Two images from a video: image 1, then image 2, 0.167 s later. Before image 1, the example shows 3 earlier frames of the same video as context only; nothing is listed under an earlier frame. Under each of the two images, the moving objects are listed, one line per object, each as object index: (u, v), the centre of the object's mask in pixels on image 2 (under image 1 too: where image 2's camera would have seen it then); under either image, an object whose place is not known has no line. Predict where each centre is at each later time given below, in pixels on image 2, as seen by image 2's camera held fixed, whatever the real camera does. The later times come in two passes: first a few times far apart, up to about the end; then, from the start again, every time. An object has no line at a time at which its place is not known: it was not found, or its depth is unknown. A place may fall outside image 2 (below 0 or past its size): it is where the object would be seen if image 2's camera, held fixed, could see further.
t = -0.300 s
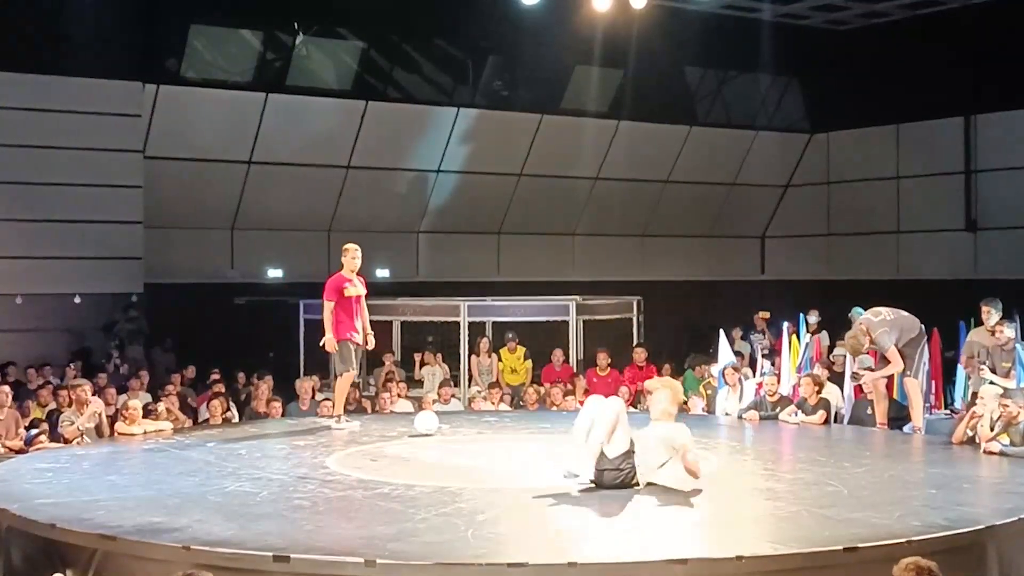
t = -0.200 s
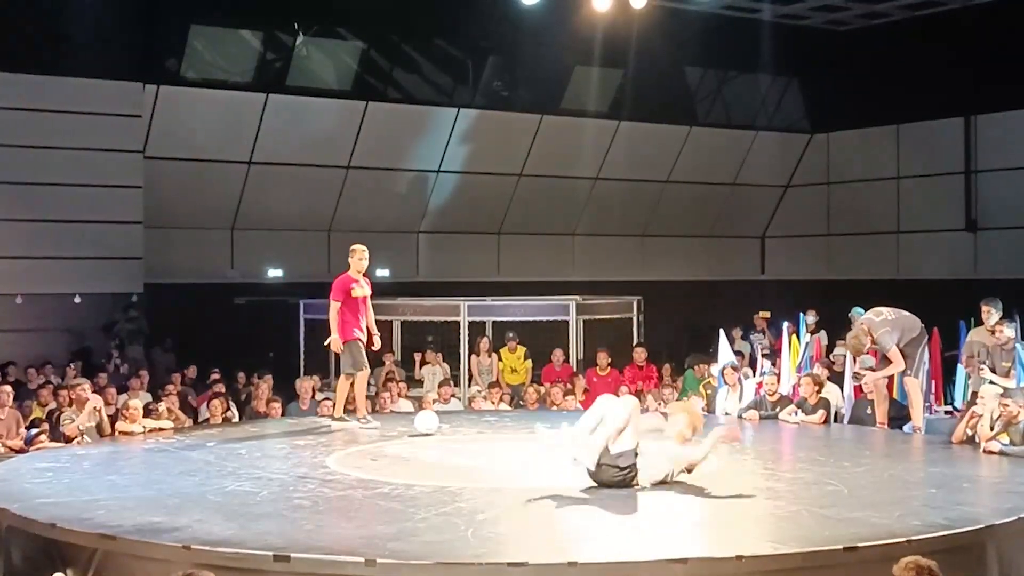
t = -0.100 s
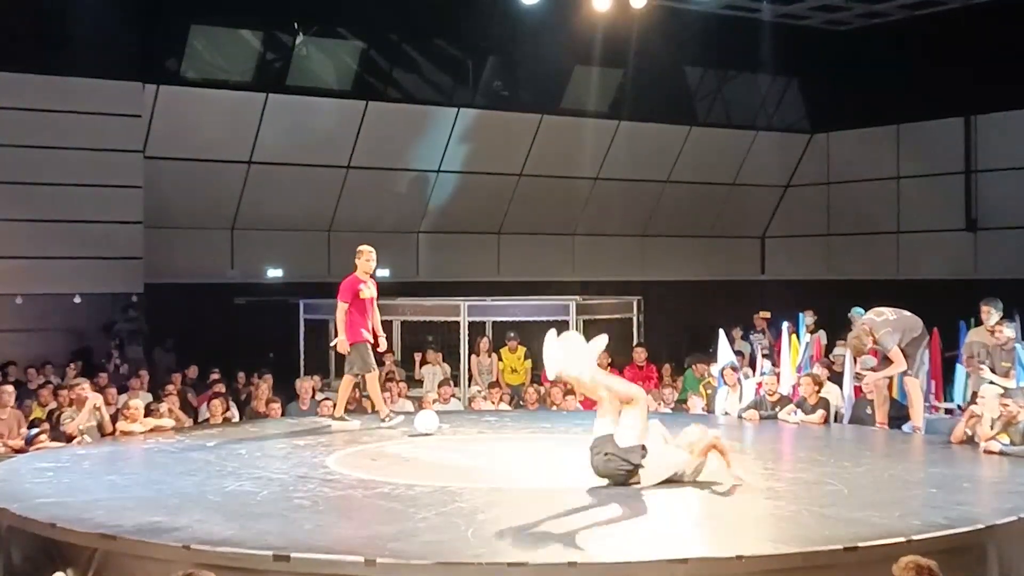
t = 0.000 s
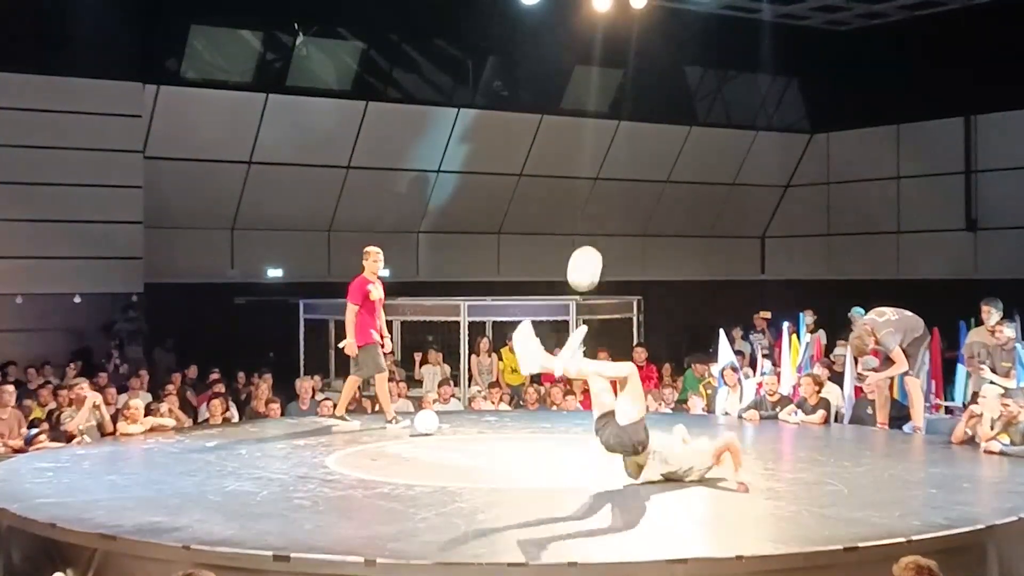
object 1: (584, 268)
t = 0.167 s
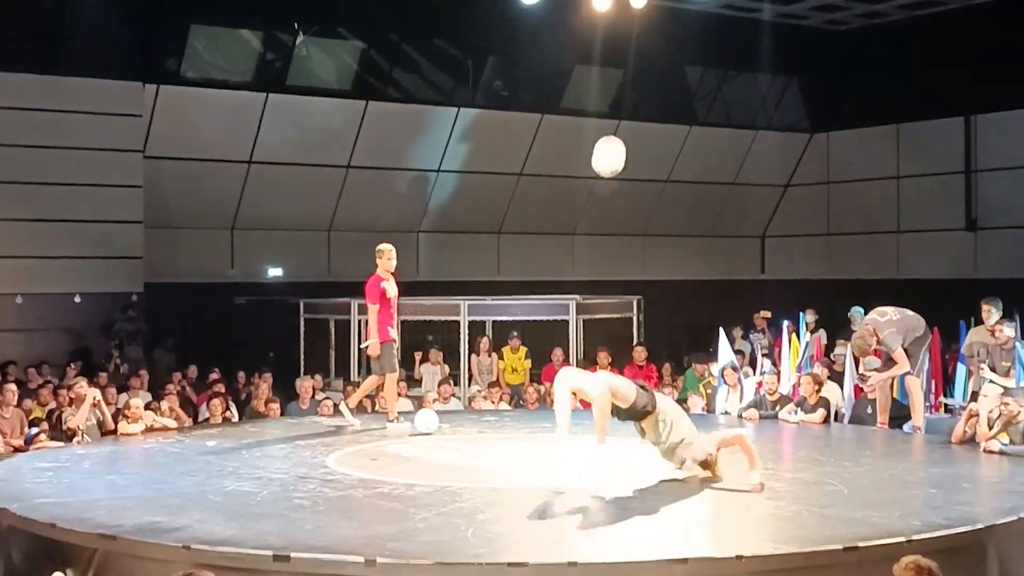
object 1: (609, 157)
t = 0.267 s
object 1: (623, 110)
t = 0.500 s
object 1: (654, 58)
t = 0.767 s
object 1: (687, 91)
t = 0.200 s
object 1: (613, 140)
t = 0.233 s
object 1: (618, 124)
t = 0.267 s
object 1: (623, 110)
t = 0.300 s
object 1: (627, 99)
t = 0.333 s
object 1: (632, 88)
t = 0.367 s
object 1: (636, 79)
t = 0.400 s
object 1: (640, 72)
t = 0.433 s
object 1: (645, 65)
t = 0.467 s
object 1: (649, 62)
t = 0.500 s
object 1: (654, 58)
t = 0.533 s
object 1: (658, 57)
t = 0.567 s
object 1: (662, 58)
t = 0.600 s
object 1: (666, 59)
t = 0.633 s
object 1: (671, 62)
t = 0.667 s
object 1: (675, 68)
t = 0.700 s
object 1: (679, 73)
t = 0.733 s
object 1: (683, 81)
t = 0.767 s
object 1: (687, 91)
